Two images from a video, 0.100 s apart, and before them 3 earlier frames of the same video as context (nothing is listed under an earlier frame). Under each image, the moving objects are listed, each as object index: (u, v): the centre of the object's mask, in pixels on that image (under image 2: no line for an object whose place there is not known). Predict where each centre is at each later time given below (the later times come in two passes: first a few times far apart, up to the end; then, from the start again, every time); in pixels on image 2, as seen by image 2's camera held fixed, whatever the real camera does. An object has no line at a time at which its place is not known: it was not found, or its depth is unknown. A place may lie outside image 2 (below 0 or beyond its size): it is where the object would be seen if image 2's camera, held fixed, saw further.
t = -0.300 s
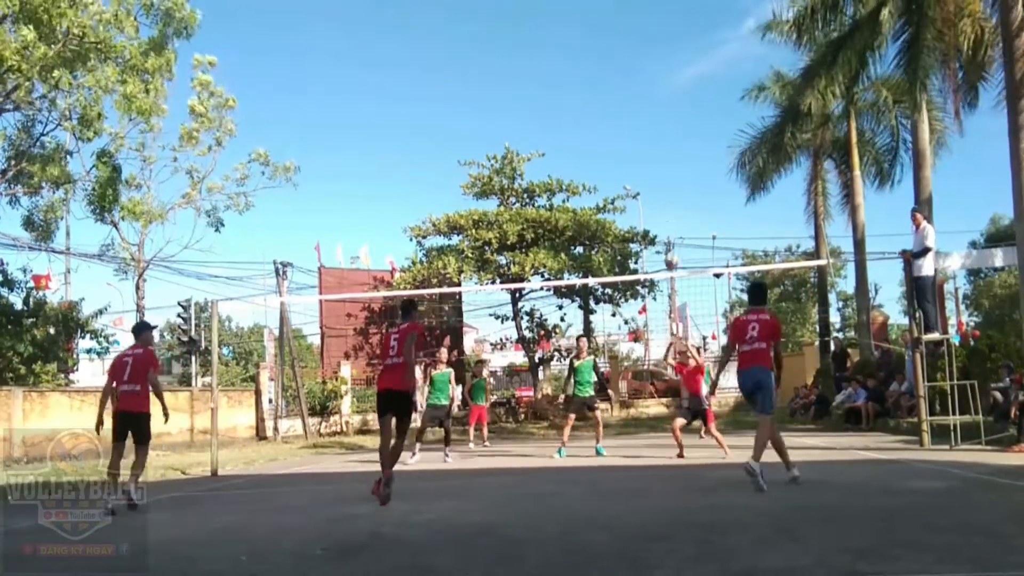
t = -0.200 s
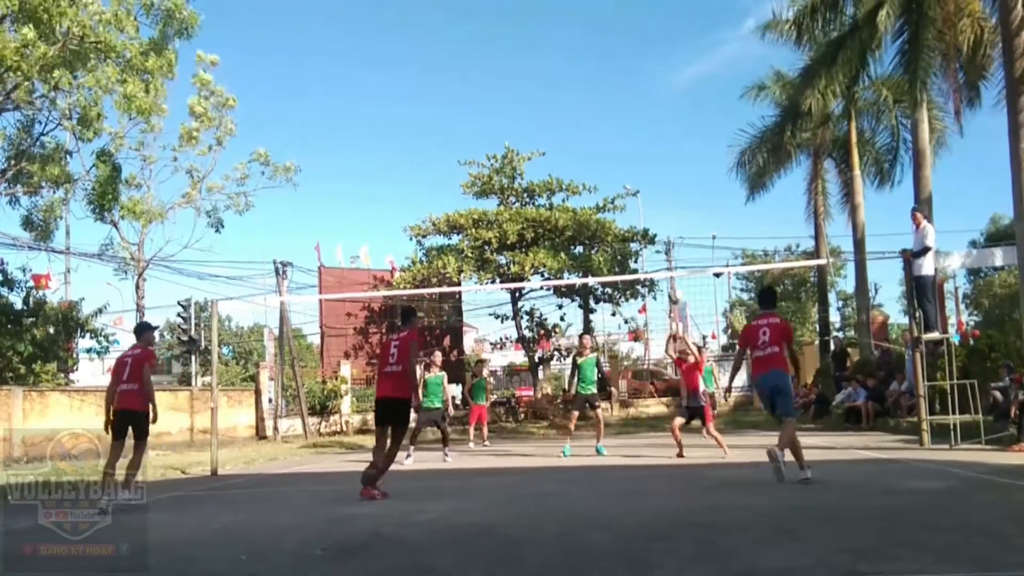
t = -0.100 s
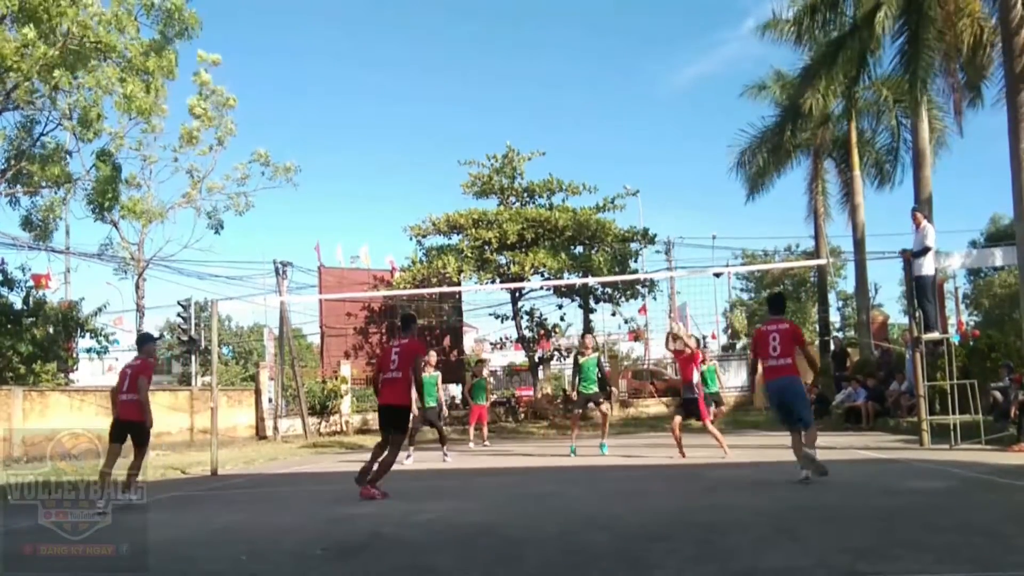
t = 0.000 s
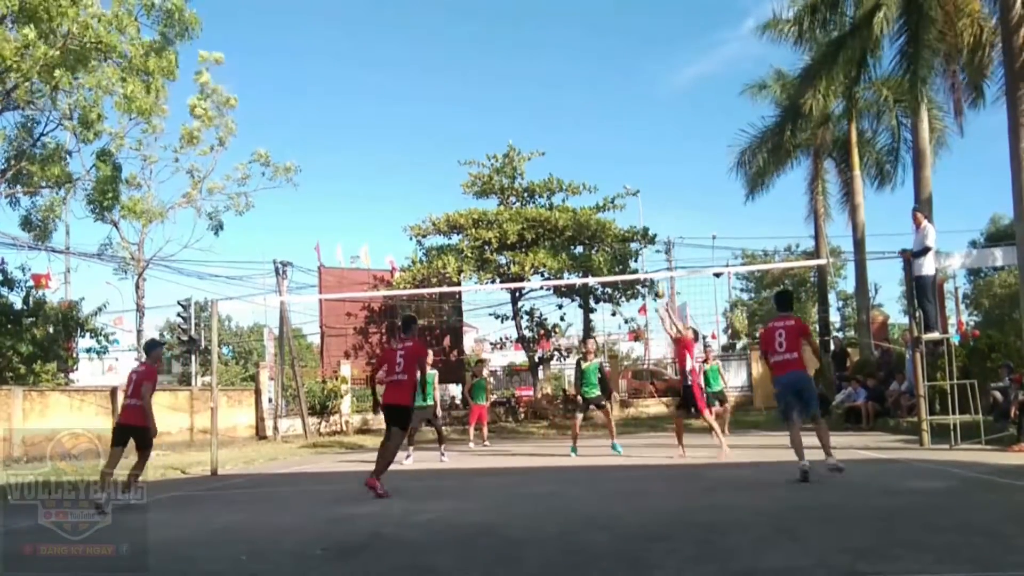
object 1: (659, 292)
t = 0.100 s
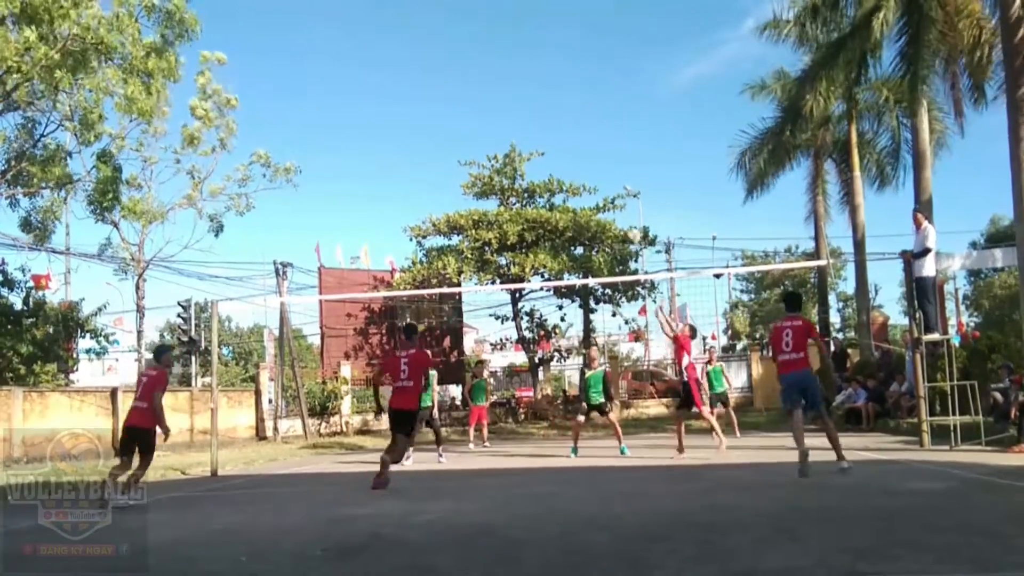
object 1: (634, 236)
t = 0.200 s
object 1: (606, 192)
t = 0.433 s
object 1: (548, 116)
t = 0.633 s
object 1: (500, 85)
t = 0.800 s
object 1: (461, 80)
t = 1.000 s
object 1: (415, 105)
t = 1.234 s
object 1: (366, 167)
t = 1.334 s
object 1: (344, 205)
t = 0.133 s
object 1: (624, 221)
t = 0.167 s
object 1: (615, 205)
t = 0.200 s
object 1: (606, 192)
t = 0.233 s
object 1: (597, 179)
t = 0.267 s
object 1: (588, 166)
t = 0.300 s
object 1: (580, 155)
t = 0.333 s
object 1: (572, 144)
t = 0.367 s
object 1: (564, 134)
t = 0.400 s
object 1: (556, 125)
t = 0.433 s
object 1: (548, 116)
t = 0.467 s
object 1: (539, 109)
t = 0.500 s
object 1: (531, 102)
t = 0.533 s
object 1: (523, 96)
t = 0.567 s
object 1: (515, 91)
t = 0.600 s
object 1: (507, 87)
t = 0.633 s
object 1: (500, 85)
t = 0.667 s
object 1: (492, 82)
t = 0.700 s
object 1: (484, 81)
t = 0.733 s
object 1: (476, 79)
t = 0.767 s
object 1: (469, 80)
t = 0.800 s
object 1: (461, 80)
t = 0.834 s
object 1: (453, 82)
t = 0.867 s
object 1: (445, 85)
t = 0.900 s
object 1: (438, 89)
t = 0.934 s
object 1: (430, 93)
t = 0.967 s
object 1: (423, 98)
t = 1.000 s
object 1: (415, 105)
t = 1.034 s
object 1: (409, 111)
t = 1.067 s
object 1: (401, 119)
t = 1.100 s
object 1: (394, 127)
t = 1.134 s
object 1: (387, 136)
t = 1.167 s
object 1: (380, 145)
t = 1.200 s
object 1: (373, 155)
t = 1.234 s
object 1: (366, 167)
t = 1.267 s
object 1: (359, 179)
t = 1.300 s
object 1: (352, 192)
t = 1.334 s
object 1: (344, 205)
